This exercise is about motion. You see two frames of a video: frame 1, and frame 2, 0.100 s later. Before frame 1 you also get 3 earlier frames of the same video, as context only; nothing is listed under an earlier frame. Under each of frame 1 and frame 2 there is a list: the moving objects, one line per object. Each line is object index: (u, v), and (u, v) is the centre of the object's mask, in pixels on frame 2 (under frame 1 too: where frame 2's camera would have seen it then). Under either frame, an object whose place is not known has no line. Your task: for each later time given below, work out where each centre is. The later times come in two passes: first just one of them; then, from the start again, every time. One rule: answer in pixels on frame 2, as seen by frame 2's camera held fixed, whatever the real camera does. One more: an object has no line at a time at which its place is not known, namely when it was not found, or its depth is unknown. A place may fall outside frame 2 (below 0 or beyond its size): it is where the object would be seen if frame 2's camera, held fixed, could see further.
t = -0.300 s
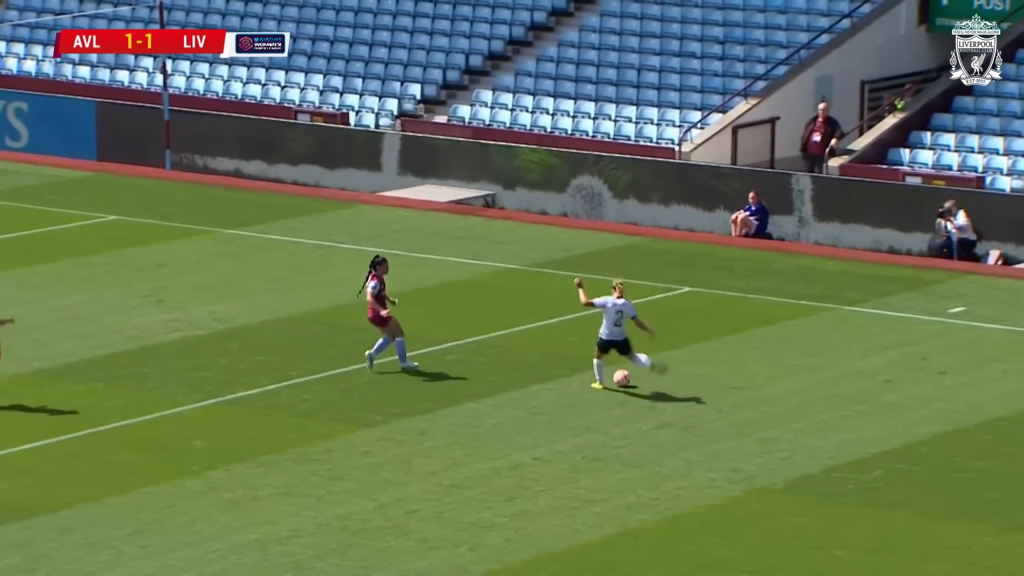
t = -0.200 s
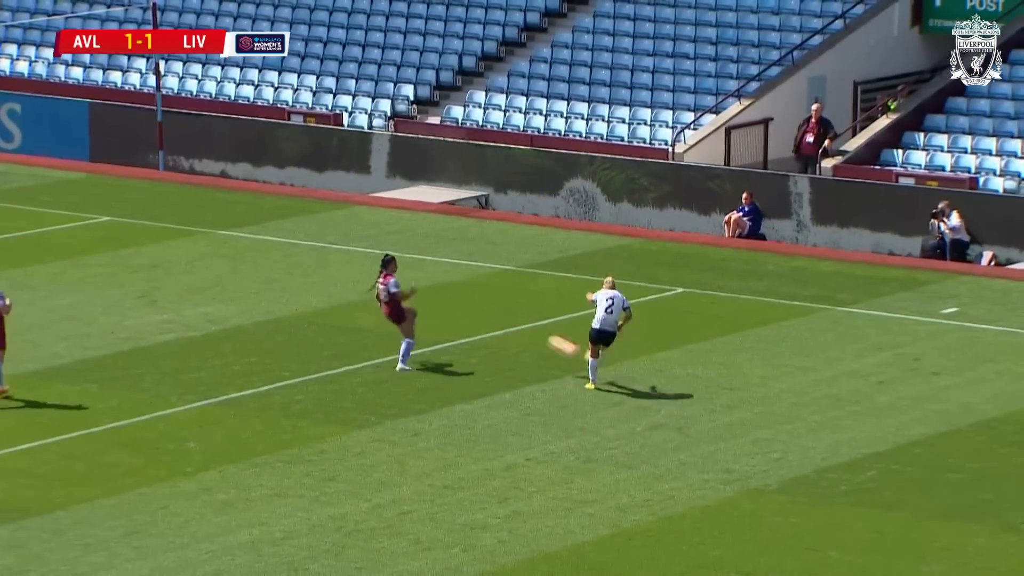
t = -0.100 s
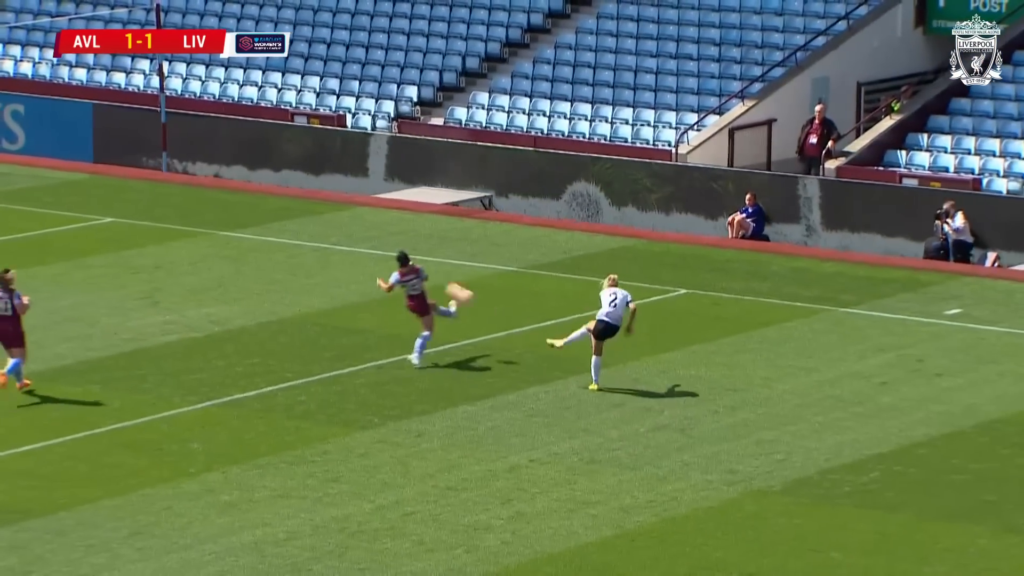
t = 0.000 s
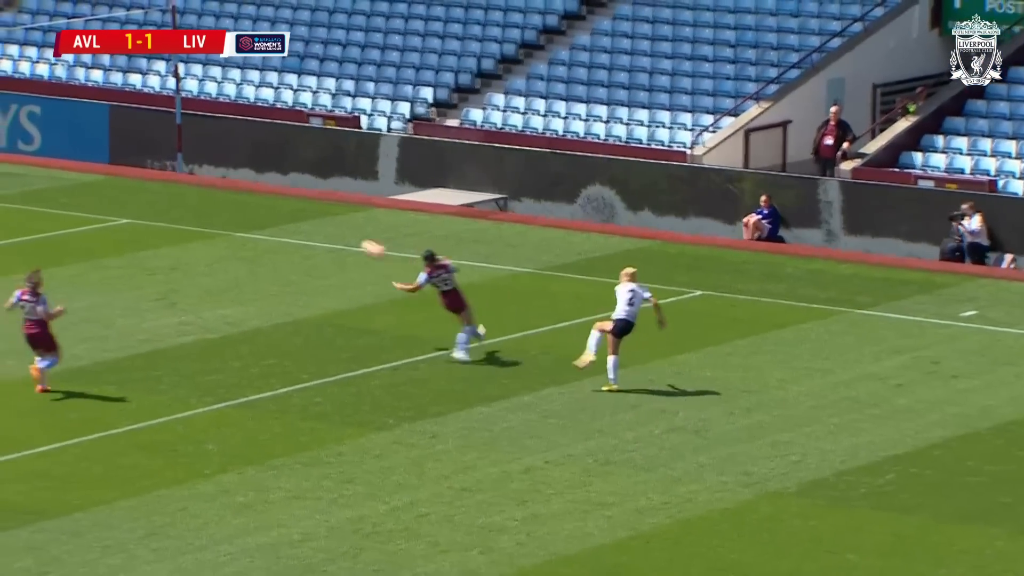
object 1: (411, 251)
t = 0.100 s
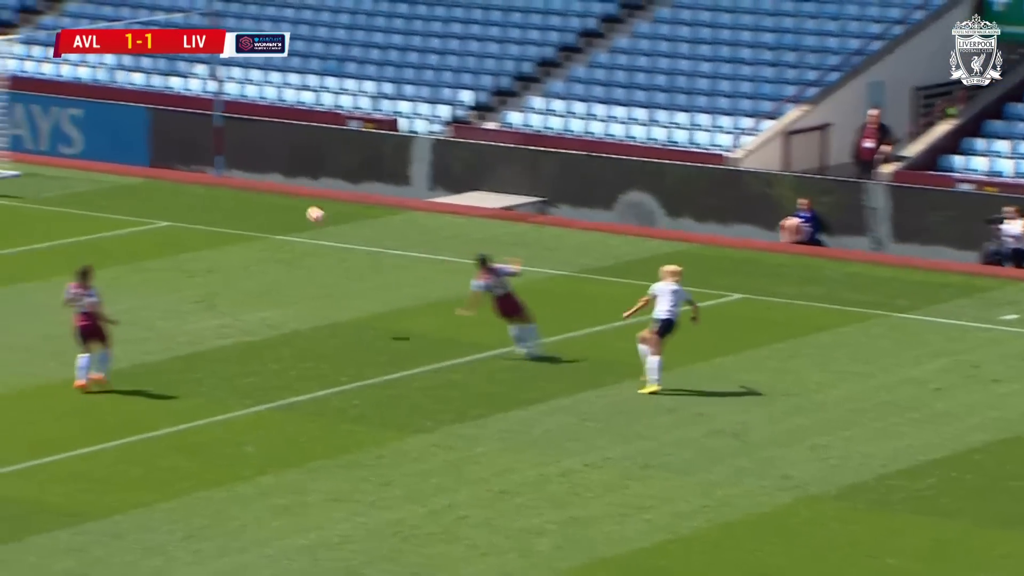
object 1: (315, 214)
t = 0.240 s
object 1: (185, 175)
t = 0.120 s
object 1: (296, 208)
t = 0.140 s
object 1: (277, 202)
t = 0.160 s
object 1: (259, 196)
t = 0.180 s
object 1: (240, 190)
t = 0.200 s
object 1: (221, 185)
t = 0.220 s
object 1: (203, 180)
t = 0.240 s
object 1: (185, 175)
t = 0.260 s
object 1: (167, 171)
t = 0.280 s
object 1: (150, 168)
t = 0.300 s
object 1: (132, 164)
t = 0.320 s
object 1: (115, 159)
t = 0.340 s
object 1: (98, 156)
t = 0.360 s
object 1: (81, 153)
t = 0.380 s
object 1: (65, 150)
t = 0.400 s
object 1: (48, 148)
